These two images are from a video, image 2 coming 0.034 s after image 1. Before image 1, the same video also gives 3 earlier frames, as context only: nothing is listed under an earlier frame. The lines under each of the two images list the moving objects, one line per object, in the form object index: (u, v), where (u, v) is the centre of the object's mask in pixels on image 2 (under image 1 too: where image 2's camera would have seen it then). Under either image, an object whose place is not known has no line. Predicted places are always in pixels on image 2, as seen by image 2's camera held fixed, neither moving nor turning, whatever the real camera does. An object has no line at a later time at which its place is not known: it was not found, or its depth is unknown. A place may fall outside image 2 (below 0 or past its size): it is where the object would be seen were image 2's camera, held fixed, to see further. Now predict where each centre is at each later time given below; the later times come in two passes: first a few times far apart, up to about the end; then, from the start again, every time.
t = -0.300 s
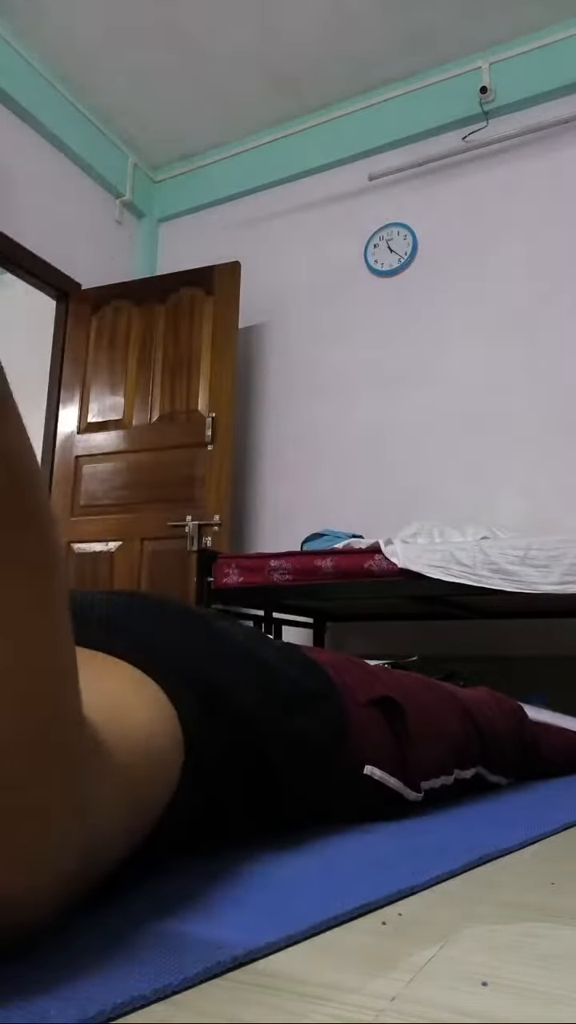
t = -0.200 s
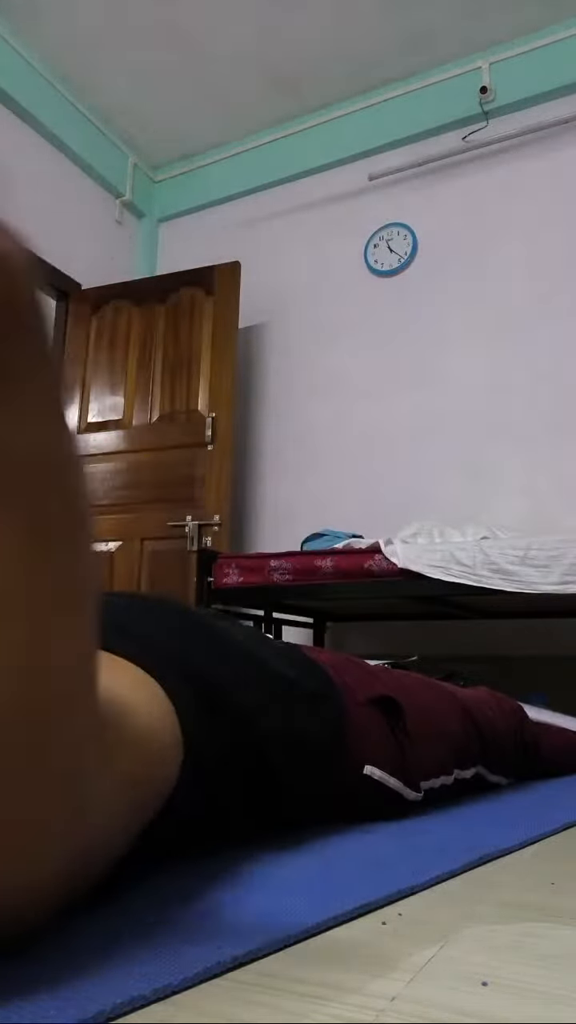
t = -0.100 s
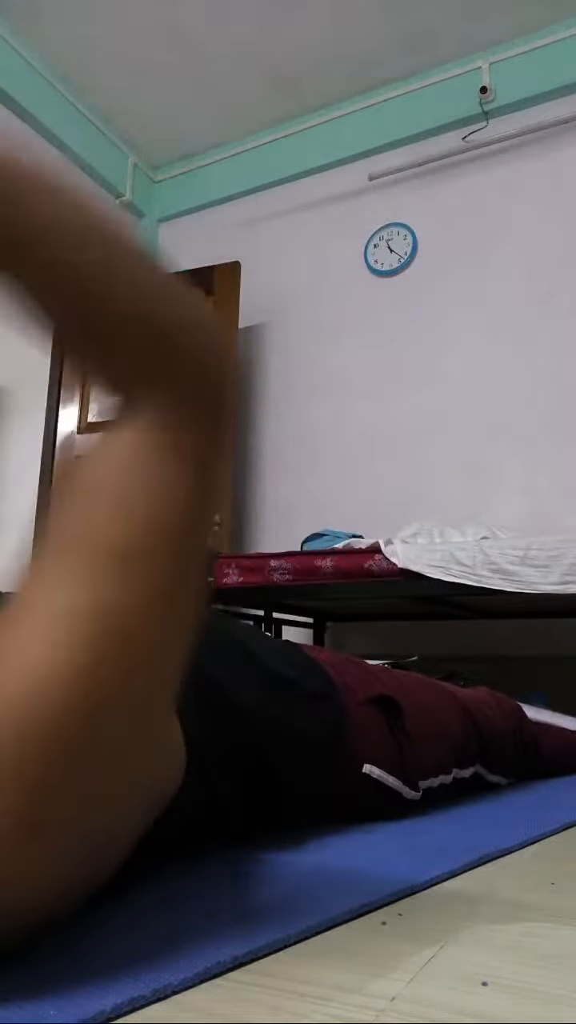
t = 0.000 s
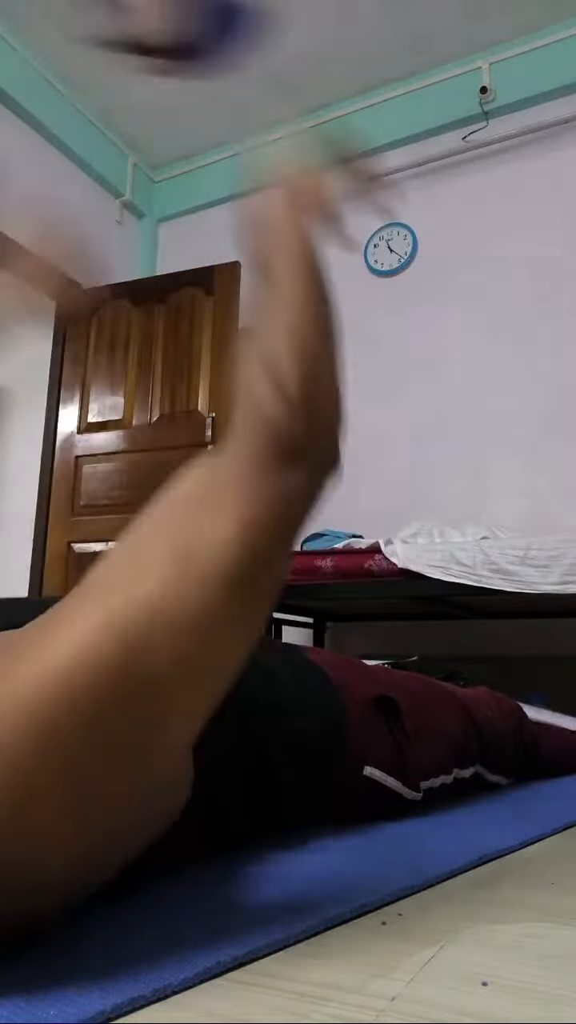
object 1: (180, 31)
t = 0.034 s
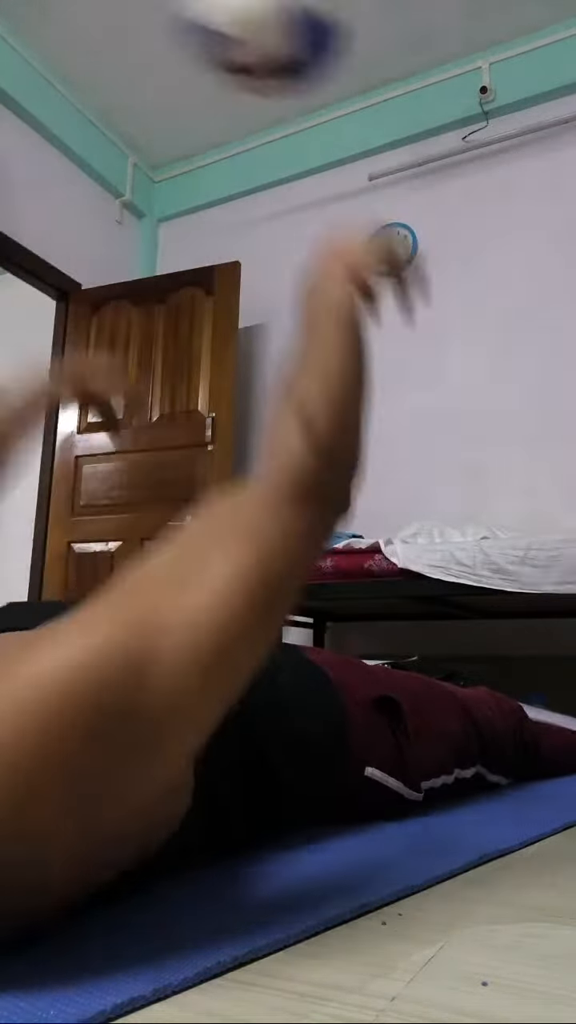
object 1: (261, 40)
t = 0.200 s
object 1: (459, 146)
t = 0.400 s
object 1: (529, 251)
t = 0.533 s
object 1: (497, 178)
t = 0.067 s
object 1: (328, 51)
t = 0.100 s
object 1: (372, 70)
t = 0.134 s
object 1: (408, 97)
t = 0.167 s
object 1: (437, 122)
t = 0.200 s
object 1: (459, 146)
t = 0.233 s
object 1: (478, 170)
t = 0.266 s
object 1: (493, 191)
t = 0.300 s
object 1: (507, 213)
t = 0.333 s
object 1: (519, 235)
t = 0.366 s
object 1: (530, 258)
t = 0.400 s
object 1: (529, 251)
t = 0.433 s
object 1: (522, 232)
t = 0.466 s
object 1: (514, 213)
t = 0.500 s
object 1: (506, 196)
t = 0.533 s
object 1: (497, 178)
